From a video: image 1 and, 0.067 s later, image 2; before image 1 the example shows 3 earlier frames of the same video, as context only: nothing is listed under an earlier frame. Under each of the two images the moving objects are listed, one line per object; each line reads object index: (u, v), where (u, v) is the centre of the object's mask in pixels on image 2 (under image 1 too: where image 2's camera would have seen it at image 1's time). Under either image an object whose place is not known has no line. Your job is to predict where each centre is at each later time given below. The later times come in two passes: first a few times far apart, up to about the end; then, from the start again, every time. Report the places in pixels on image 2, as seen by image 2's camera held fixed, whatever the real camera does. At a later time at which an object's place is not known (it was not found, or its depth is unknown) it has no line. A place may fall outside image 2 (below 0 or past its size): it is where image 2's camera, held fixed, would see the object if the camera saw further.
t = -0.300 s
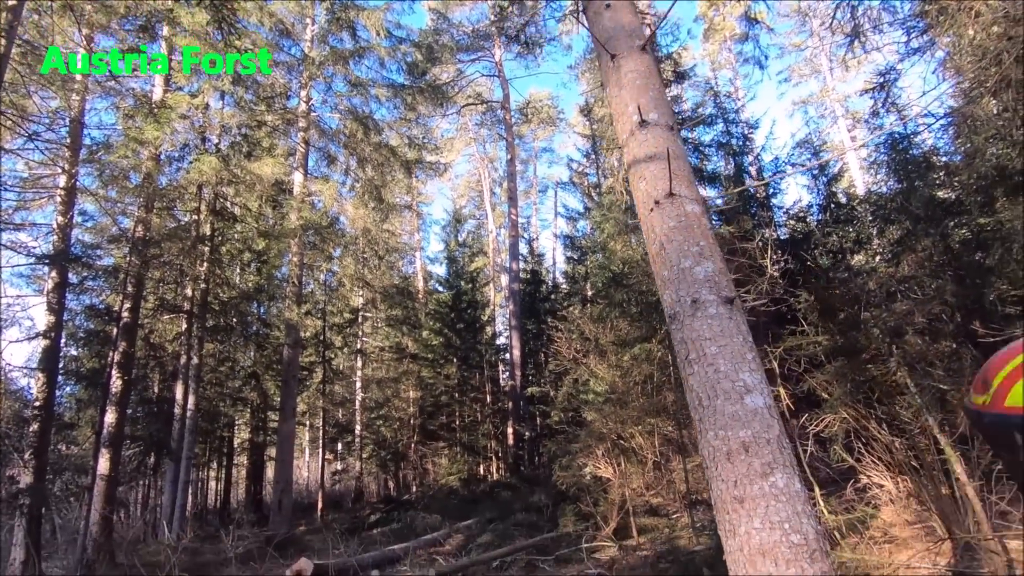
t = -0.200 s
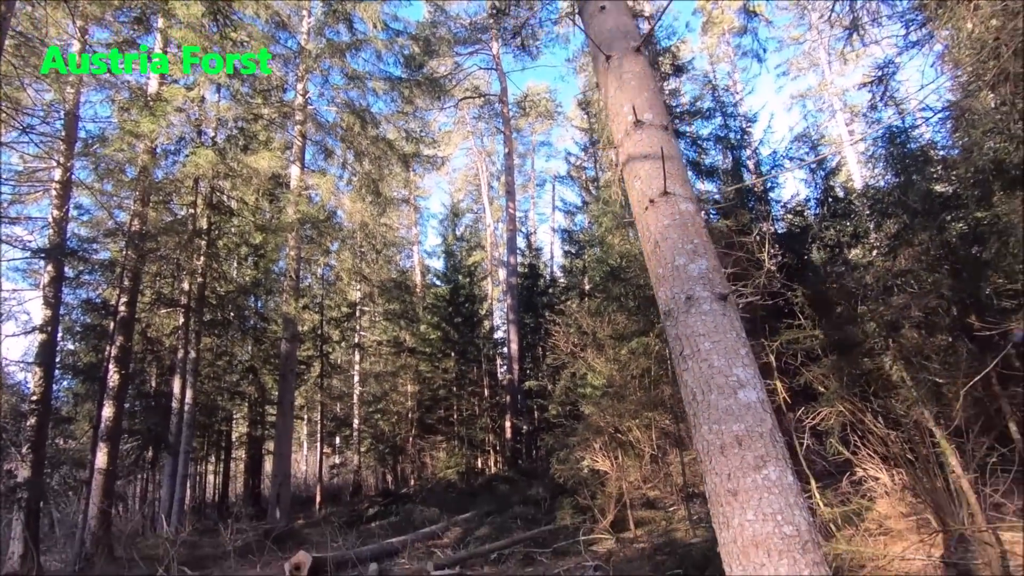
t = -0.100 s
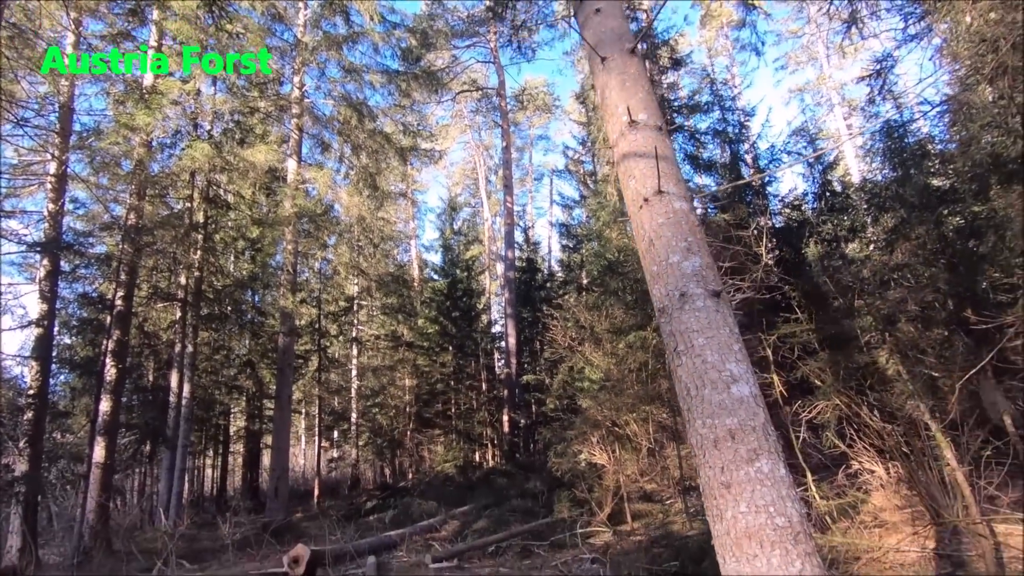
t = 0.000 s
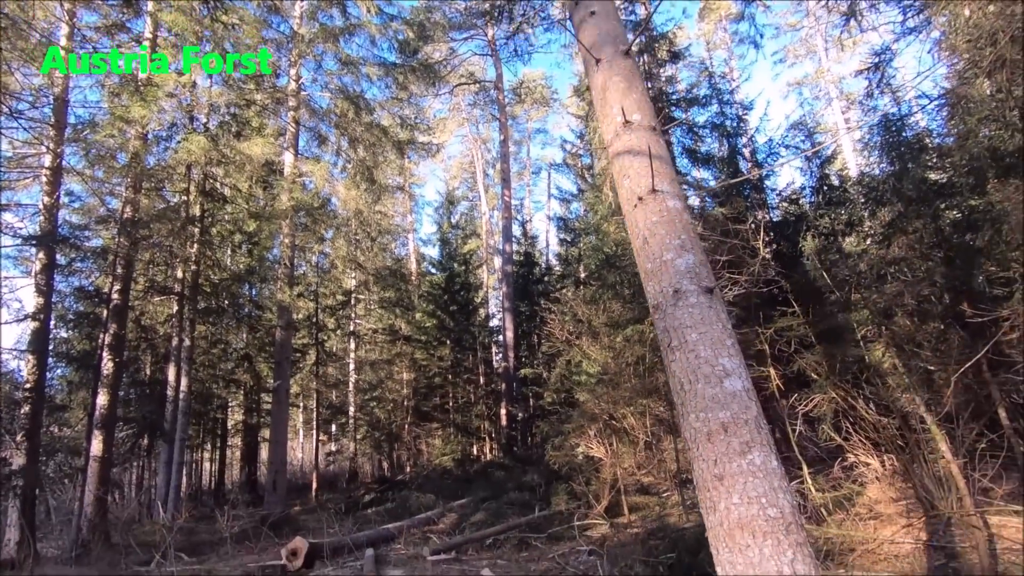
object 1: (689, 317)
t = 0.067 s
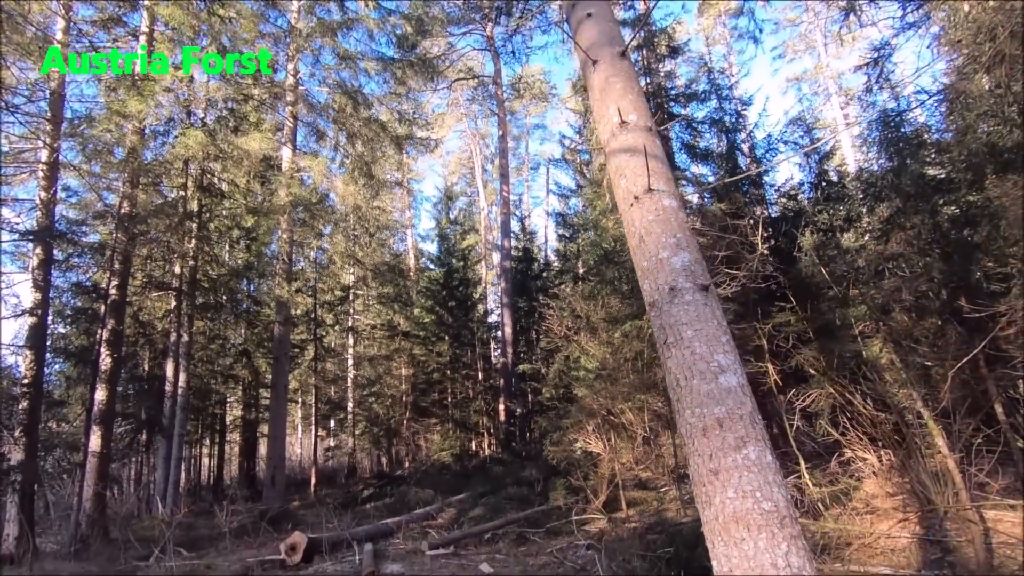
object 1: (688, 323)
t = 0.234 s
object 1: (683, 337)
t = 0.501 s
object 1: (677, 363)
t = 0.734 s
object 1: (671, 388)
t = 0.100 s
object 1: (687, 325)
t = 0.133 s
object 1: (686, 328)
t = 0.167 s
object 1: (685, 330)
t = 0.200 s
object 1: (684, 334)
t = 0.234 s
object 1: (683, 337)
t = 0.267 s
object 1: (683, 340)
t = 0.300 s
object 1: (682, 343)
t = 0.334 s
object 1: (681, 347)
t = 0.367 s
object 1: (680, 350)
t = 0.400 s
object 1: (680, 354)
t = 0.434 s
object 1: (679, 357)
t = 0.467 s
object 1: (678, 360)
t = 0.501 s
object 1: (677, 363)
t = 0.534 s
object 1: (676, 367)
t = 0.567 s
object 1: (675, 370)
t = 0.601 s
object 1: (674, 373)
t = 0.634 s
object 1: (673, 377)
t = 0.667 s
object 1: (673, 380)
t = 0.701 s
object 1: (672, 384)
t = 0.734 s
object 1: (671, 388)
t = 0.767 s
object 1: (671, 393)
